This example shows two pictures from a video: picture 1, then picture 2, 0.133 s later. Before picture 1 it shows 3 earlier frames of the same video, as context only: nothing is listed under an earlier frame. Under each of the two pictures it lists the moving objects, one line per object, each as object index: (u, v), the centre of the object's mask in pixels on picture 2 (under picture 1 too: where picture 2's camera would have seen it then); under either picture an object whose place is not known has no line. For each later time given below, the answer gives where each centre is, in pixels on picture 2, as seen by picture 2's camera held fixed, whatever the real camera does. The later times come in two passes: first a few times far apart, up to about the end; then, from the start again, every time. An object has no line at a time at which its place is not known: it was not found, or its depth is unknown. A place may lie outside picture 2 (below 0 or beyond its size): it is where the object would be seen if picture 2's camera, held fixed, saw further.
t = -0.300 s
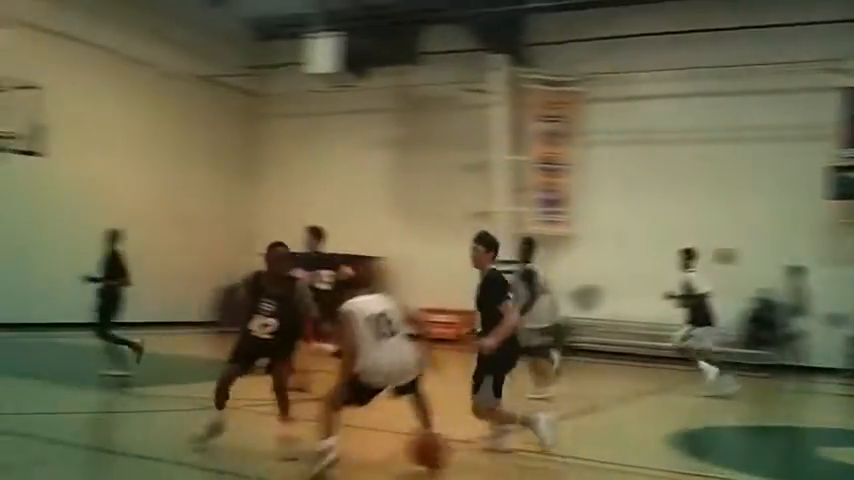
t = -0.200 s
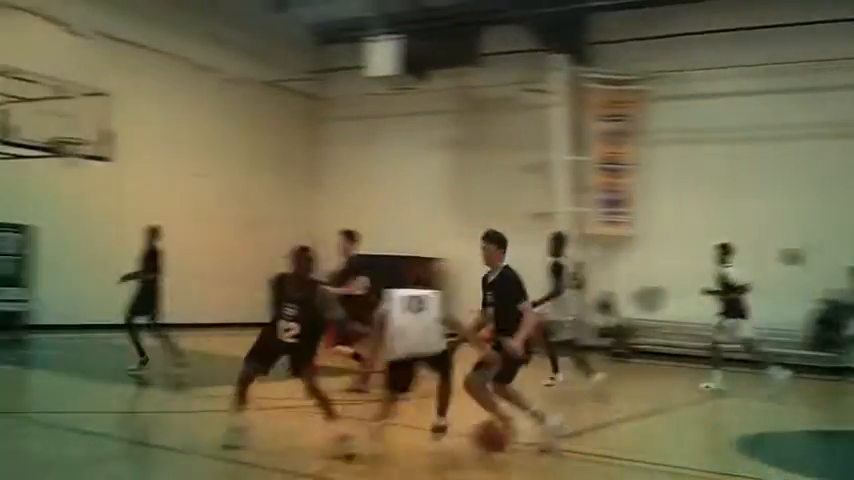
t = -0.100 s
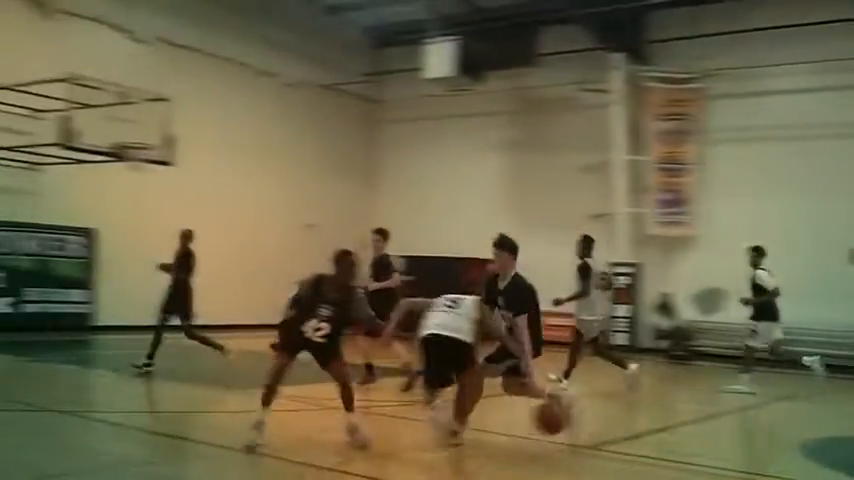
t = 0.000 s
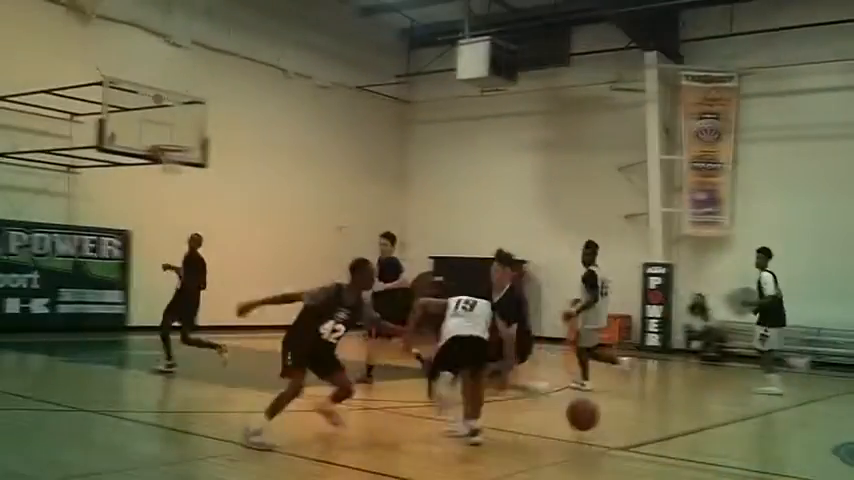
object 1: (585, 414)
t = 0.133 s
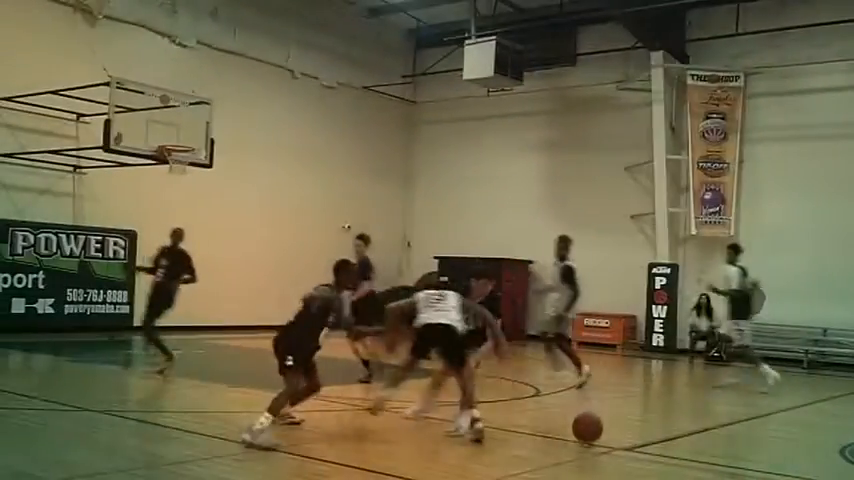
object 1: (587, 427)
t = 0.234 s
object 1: (589, 414)
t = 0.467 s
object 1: (592, 413)
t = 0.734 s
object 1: (597, 403)
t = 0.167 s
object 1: (587, 426)
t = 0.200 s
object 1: (588, 419)
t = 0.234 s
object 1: (589, 414)
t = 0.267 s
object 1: (589, 410)
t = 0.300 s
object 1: (590, 408)
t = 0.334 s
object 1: (590, 407)
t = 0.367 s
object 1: (590, 407)
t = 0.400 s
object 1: (591, 407)
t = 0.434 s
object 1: (591, 410)
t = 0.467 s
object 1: (592, 413)
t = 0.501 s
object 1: (593, 409)
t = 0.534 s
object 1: (594, 405)
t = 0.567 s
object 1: (594, 402)
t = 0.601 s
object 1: (595, 399)
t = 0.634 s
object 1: (596, 399)
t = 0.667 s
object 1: (596, 399)
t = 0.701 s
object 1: (597, 401)
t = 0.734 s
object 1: (597, 403)
